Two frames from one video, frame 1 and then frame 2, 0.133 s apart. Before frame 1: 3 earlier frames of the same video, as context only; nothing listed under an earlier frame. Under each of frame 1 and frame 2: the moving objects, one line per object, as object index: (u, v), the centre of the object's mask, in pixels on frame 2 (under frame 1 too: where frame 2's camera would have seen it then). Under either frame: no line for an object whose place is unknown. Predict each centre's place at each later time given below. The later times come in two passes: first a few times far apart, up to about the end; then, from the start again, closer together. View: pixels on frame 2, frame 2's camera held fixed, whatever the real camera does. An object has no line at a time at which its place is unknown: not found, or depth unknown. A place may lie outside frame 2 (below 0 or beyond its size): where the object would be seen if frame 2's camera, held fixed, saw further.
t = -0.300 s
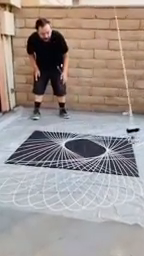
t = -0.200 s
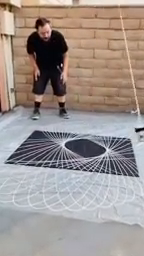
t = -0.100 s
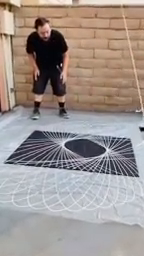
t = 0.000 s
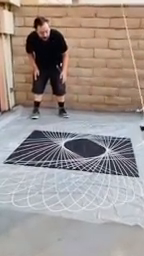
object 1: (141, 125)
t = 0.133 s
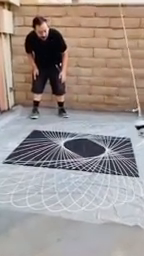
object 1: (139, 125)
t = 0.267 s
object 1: (131, 125)
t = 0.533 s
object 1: (103, 120)
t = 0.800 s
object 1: (76, 111)
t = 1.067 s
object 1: (56, 103)
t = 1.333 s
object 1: (44, 99)
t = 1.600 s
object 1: (42, 104)
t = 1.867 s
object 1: (53, 113)
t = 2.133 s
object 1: (78, 124)
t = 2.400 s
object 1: (111, 128)
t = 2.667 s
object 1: (137, 125)
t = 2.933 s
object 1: (142, 123)
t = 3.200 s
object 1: (124, 122)
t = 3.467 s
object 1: (96, 117)
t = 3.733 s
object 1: (68, 108)
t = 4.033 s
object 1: (47, 99)
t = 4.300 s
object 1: (38, 98)
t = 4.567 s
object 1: (42, 106)
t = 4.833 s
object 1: (60, 117)
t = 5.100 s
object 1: (90, 126)
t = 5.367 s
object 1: (124, 126)
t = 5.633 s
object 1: (143, 123)
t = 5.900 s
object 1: (139, 121)
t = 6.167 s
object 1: (115, 121)
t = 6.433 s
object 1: (85, 114)
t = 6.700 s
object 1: (60, 106)
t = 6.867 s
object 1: (48, 101)
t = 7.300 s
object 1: (37, 101)
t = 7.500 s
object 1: (44, 109)
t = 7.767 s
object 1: (65, 120)
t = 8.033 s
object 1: (98, 126)
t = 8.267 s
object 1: (127, 125)
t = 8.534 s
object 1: (144, 122)
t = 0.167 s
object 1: (138, 125)
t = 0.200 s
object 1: (136, 125)
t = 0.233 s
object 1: (134, 125)
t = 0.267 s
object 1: (131, 125)
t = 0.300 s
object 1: (128, 124)
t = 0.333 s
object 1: (125, 124)
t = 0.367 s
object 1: (121, 123)
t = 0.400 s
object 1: (118, 123)
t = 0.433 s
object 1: (114, 121)
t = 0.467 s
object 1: (111, 121)
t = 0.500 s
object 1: (107, 120)
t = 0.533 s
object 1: (103, 120)
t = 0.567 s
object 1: (100, 118)
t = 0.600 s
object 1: (96, 118)
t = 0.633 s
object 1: (92, 117)
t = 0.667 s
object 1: (89, 116)
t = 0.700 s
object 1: (85, 115)
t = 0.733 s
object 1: (82, 114)
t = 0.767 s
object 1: (79, 112)
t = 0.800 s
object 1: (76, 111)
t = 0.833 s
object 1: (73, 109)
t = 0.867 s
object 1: (70, 108)
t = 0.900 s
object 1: (67, 107)
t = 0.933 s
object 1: (65, 105)
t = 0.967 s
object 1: (62, 104)
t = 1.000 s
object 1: (60, 105)
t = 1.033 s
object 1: (57, 104)
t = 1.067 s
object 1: (56, 103)
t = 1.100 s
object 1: (53, 102)
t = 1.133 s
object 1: (51, 101)
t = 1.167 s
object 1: (50, 100)
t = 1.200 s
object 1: (47, 100)
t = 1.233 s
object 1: (46, 100)
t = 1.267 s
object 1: (45, 99)
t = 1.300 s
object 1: (45, 99)
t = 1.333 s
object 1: (44, 99)
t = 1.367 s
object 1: (43, 100)
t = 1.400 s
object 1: (42, 100)
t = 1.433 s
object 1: (41, 100)
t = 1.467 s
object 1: (41, 100)
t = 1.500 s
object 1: (41, 101)
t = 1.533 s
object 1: (41, 101)
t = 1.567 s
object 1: (42, 102)
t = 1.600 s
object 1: (42, 104)
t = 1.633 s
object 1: (42, 105)
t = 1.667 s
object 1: (44, 107)
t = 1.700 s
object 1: (45, 108)
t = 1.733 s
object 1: (46, 108)
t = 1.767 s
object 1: (48, 110)
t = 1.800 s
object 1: (49, 111)
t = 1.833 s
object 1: (51, 113)
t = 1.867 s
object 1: (53, 113)
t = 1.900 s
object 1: (55, 114)
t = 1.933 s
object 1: (58, 115)
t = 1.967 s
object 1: (61, 117)
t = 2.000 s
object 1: (64, 119)
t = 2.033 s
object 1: (67, 121)
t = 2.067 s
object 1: (71, 122)
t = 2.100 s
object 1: (74, 123)
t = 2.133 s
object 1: (78, 124)
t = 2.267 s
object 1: (94, 127)
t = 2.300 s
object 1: (98, 127)
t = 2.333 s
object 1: (102, 127)
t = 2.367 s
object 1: (106, 127)
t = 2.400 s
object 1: (111, 128)
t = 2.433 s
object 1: (115, 127)
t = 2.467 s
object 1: (119, 127)
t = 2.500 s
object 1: (122, 127)
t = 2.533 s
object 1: (126, 126)
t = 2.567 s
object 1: (129, 126)
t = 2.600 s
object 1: (132, 126)
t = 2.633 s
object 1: (135, 125)
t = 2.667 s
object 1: (137, 125)
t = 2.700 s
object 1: (139, 124)
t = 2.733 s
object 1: (141, 125)
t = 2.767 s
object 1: (142, 124)
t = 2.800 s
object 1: (143, 124)
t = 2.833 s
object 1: (143, 124)
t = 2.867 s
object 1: (143, 124)
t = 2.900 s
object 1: (143, 123)
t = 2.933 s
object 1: (142, 123)
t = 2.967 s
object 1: (141, 123)
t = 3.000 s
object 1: (139, 123)
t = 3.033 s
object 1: (137, 123)
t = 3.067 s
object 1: (135, 123)
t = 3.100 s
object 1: (133, 123)
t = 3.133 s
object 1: (130, 123)
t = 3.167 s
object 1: (127, 122)
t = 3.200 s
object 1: (124, 122)
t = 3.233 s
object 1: (121, 122)
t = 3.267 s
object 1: (117, 122)
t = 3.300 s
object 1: (114, 121)
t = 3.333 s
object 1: (110, 120)
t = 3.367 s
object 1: (106, 120)
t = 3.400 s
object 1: (103, 119)
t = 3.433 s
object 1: (99, 118)
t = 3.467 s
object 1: (96, 117)
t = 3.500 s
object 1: (92, 116)
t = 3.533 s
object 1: (88, 116)
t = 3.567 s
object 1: (85, 114)
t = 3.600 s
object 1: (82, 113)
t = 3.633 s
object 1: (78, 112)
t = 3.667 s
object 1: (75, 111)
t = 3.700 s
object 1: (72, 109)
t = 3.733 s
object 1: (68, 108)
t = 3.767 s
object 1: (66, 107)
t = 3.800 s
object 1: (63, 106)
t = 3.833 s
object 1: (60, 104)
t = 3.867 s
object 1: (58, 103)
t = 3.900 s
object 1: (55, 102)
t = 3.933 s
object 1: (53, 102)
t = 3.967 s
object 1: (51, 100)
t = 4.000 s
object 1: (49, 100)
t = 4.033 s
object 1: (47, 99)
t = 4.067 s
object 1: (46, 98)
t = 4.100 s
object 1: (44, 98)
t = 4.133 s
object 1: (43, 98)
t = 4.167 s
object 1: (42, 98)
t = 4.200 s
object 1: (41, 98)
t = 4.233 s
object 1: (40, 98)
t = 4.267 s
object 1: (39, 98)
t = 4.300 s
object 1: (38, 98)
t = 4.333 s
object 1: (38, 99)
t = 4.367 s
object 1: (38, 99)
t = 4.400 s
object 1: (39, 99)
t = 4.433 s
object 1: (39, 100)
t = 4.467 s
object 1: (39, 101)
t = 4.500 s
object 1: (40, 101)
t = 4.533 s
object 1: (42, 104)
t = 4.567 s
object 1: (42, 106)
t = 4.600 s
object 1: (44, 106)
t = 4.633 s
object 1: (46, 108)
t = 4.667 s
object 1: (47, 109)
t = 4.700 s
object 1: (50, 111)
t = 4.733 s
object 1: (52, 112)
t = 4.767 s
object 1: (54, 114)
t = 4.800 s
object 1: (57, 115)
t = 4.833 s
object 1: (60, 117)
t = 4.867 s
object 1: (63, 118)
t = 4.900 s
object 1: (66, 120)
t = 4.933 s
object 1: (70, 121)
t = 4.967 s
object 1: (74, 122)
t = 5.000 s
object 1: (77, 124)
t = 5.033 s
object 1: (81, 125)
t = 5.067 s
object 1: (85, 125)
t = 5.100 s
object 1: (90, 126)
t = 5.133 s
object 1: (94, 126)
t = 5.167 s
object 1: (99, 126)
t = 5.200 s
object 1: (103, 127)
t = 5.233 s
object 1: (107, 127)
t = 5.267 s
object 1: (111, 126)
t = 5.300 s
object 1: (115, 126)
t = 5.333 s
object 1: (120, 127)
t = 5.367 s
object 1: (124, 126)
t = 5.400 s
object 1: (127, 126)
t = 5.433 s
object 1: (130, 126)
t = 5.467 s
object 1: (133, 125)
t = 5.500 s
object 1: (136, 125)
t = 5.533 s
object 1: (138, 125)
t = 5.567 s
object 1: (140, 124)
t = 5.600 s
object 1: (142, 123)
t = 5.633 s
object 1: (143, 123)
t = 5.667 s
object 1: (144, 123)
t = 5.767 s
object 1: (144, 122)
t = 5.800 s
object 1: (143, 122)
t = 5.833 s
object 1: (142, 122)
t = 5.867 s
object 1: (140, 122)
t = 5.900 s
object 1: (139, 121)
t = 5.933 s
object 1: (137, 122)
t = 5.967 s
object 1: (135, 122)
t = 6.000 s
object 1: (132, 122)
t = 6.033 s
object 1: (129, 122)
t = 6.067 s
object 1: (126, 122)
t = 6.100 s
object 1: (123, 122)
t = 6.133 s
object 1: (119, 121)
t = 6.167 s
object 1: (115, 121)
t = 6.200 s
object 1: (111, 120)
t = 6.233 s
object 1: (108, 120)
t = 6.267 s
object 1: (104, 119)
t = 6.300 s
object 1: (100, 118)
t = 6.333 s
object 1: (96, 117)
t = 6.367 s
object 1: (93, 116)
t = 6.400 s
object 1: (89, 116)
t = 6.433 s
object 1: (85, 114)
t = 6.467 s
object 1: (82, 114)
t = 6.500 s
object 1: (78, 113)
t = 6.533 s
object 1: (75, 111)
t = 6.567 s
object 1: (71, 110)
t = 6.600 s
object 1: (69, 108)
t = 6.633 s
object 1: (66, 108)
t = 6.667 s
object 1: (62, 107)
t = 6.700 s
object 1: (60, 106)
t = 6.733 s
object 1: (57, 106)
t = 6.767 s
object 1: (54, 104)
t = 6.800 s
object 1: (52, 104)
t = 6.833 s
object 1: (50, 102)
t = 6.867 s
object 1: (48, 101)
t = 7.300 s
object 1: (37, 101)
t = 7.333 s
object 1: (38, 103)
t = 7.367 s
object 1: (39, 103)
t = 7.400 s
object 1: (40, 105)
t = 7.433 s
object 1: (41, 106)
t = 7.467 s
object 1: (42, 107)
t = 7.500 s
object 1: (44, 109)
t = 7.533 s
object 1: (46, 110)
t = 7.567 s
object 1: (48, 111)
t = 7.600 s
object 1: (50, 113)
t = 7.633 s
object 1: (53, 114)
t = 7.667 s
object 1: (56, 116)
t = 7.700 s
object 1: (59, 117)
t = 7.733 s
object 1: (62, 118)
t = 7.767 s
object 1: (65, 120)
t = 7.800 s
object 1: (69, 121)
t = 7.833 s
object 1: (73, 122)
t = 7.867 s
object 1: (77, 124)
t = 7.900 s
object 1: (81, 124)
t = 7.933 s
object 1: (85, 125)
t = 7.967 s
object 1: (90, 125)
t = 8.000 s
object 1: (94, 126)
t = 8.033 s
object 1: (98, 126)
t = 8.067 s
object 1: (103, 126)
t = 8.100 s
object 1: (107, 126)
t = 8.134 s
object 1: (111, 126)
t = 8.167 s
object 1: (116, 126)
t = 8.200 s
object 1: (119, 126)
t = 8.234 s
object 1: (123, 125)
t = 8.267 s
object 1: (127, 125)
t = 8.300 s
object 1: (130, 125)
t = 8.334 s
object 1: (133, 124)
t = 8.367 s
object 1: (136, 124)
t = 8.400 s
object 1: (139, 123)
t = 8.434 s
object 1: (141, 123)
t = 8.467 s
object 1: (142, 122)
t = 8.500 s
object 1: (144, 122)
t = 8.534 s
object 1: (144, 122)
